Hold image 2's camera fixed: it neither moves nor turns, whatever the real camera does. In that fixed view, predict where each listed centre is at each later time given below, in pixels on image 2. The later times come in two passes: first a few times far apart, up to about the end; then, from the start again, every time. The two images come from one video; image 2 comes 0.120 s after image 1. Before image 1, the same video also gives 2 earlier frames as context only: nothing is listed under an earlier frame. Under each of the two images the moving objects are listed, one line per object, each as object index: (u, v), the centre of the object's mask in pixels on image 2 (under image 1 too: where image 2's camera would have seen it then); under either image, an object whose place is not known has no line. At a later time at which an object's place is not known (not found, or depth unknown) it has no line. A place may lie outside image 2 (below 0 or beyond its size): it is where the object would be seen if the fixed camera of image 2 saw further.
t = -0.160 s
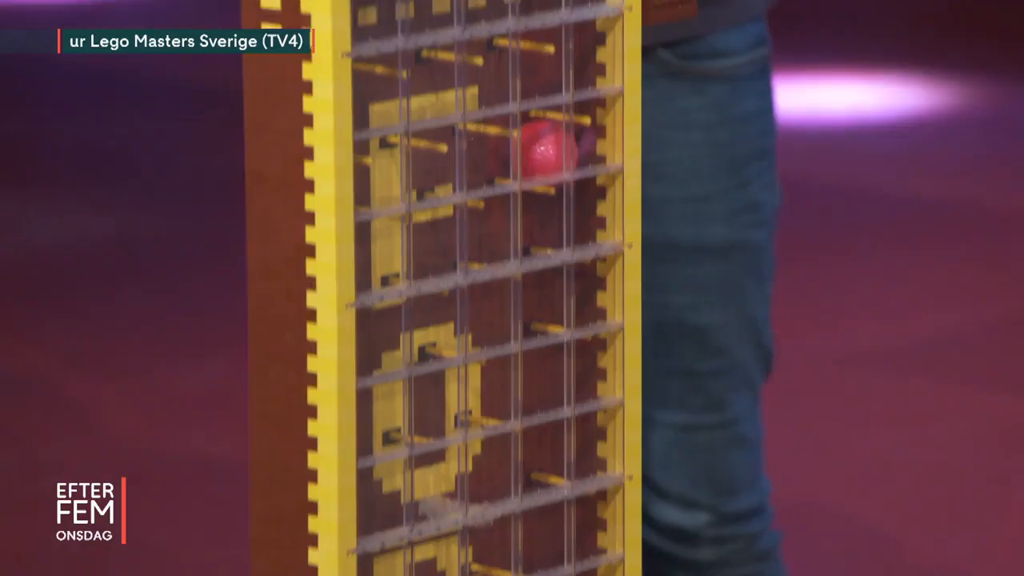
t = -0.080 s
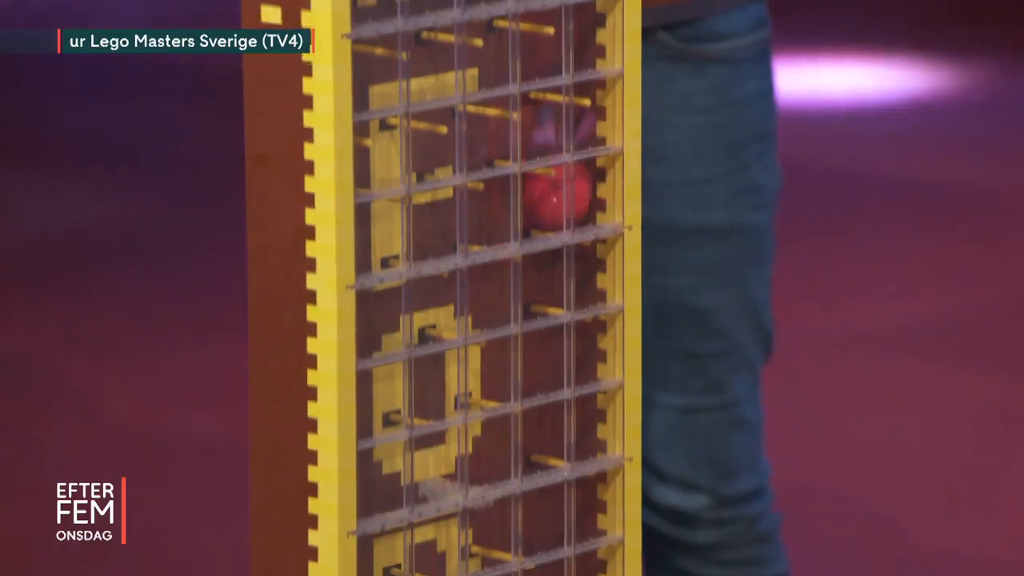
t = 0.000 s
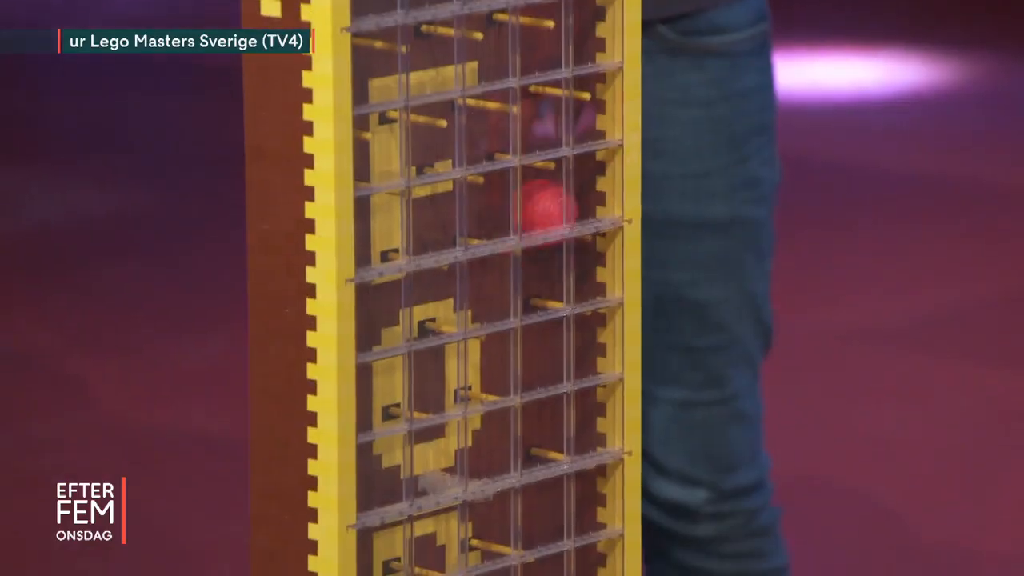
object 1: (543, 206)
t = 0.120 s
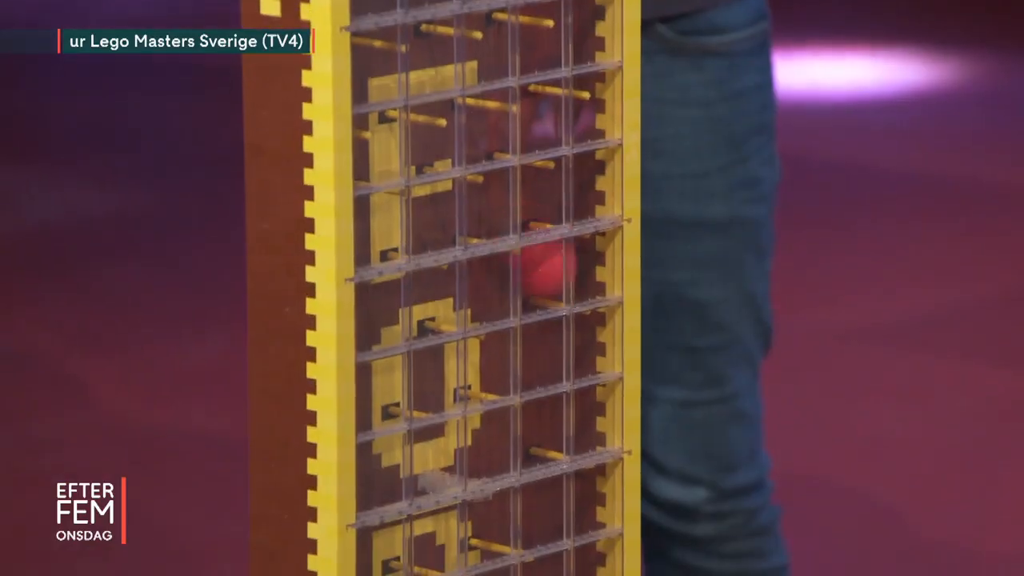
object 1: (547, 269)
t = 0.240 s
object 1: (479, 365)
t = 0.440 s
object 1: (464, 381)
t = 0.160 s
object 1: (541, 290)
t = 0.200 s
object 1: (507, 329)
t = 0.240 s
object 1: (479, 365)
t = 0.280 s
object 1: (476, 369)
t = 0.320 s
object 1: (458, 376)
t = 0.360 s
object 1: (439, 384)
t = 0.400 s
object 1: (456, 377)
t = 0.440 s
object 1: (464, 381)
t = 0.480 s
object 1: (449, 396)
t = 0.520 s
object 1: (461, 423)
